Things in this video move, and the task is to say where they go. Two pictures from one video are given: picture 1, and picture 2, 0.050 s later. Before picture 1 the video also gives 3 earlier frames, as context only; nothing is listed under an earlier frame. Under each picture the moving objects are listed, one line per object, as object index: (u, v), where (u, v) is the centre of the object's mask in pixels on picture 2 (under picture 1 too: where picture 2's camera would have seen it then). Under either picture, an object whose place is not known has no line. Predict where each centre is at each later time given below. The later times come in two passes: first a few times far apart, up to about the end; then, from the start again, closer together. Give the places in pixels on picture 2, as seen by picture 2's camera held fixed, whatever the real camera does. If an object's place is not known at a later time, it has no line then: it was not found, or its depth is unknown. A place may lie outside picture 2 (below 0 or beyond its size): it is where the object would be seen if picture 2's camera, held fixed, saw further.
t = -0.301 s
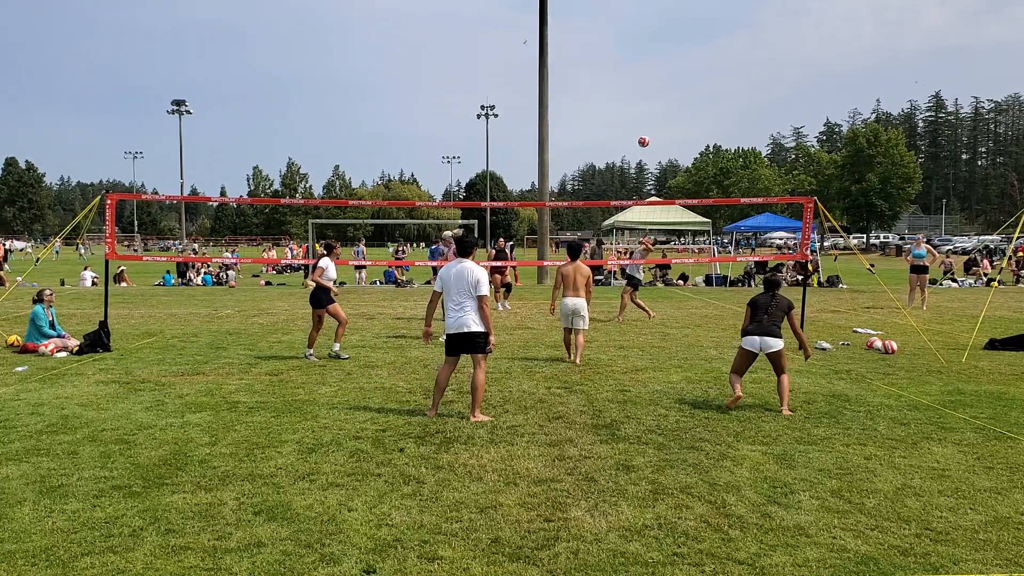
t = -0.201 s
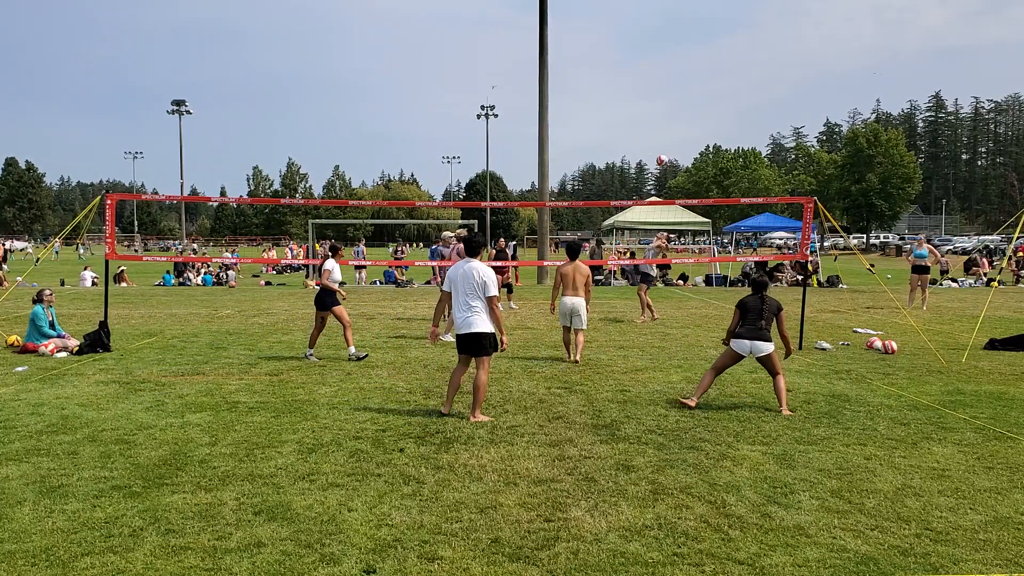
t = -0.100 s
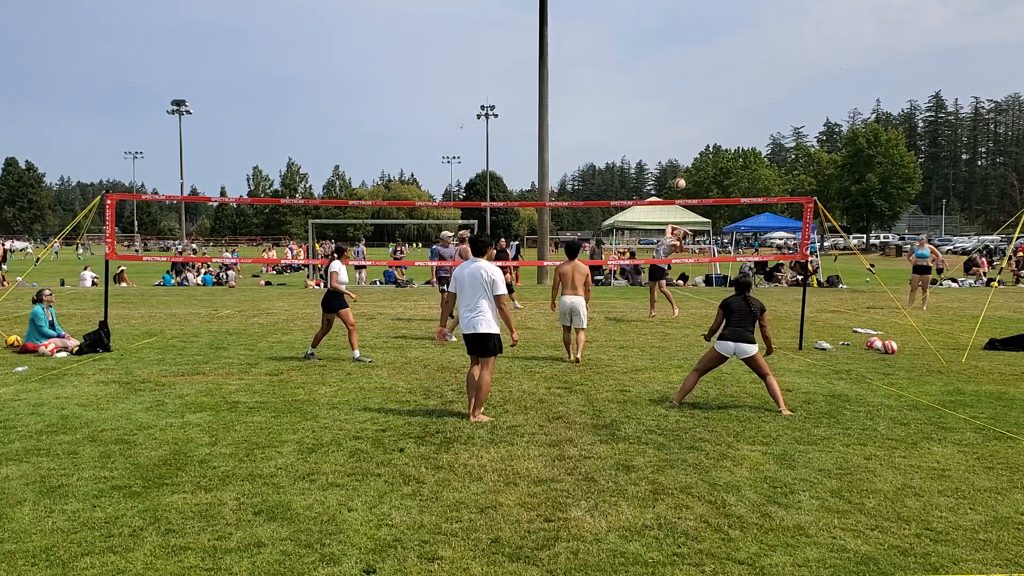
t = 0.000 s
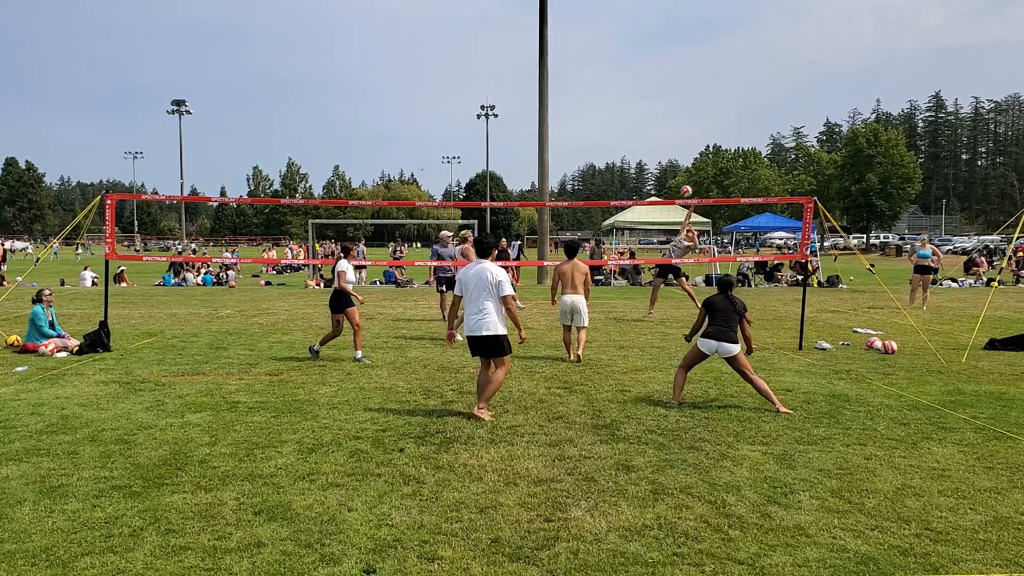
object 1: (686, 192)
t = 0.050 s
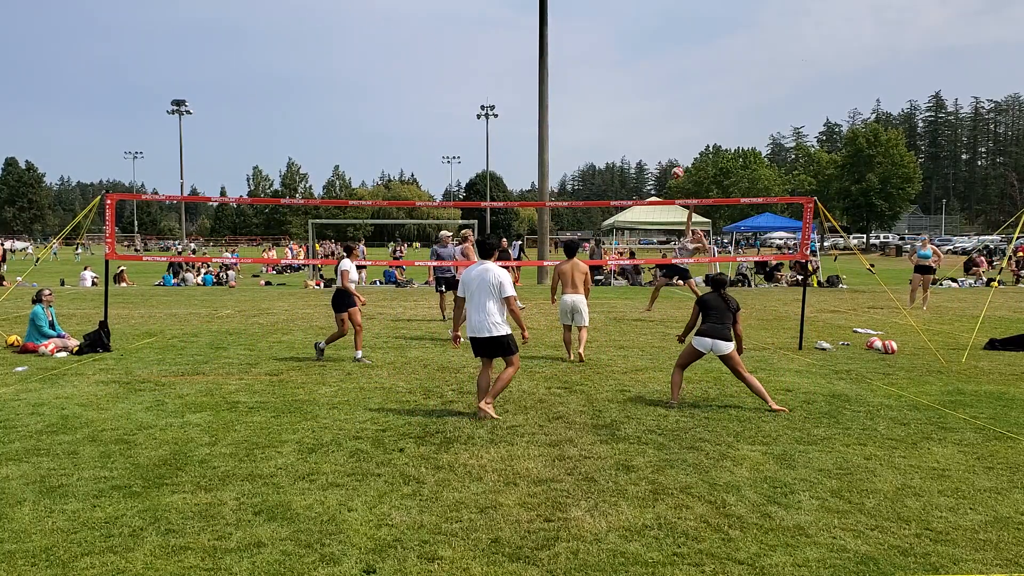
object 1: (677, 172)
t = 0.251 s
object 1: (635, 108)
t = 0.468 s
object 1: (576, 52)
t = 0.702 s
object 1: (495, 15)
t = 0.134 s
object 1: (661, 144)
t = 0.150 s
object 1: (657, 139)
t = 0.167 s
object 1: (654, 133)
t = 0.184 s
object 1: (650, 128)
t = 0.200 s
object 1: (647, 123)
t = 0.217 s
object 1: (643, 118)
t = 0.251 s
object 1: (635, 108)
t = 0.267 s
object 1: (631, 103)
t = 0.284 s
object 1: (627, 98)
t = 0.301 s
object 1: (623, 93)
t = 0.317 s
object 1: (618, 89)
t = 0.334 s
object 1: (614, 84)
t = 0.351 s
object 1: (609, 80)
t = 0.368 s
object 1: (605, 75)
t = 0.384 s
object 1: (600, 71)
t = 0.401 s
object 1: (595, 67)
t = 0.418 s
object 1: (591, 63)
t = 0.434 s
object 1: (586, 59)
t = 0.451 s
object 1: (581, 55)
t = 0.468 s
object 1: (576, 52)
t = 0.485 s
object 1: (571, 48)
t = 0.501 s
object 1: (566, 45)
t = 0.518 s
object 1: (560, 41)
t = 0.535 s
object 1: (555, 38)
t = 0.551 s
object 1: (550, 35)
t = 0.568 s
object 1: (544, 32)
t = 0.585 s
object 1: (538, 29)
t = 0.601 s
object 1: (533, 27)
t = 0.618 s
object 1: (527, 25)
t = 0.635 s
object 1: (521, 22)
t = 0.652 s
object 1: (515, 20)
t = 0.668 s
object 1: (508, 18)
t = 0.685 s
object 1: (502, 17)
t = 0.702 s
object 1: (495, 15)
